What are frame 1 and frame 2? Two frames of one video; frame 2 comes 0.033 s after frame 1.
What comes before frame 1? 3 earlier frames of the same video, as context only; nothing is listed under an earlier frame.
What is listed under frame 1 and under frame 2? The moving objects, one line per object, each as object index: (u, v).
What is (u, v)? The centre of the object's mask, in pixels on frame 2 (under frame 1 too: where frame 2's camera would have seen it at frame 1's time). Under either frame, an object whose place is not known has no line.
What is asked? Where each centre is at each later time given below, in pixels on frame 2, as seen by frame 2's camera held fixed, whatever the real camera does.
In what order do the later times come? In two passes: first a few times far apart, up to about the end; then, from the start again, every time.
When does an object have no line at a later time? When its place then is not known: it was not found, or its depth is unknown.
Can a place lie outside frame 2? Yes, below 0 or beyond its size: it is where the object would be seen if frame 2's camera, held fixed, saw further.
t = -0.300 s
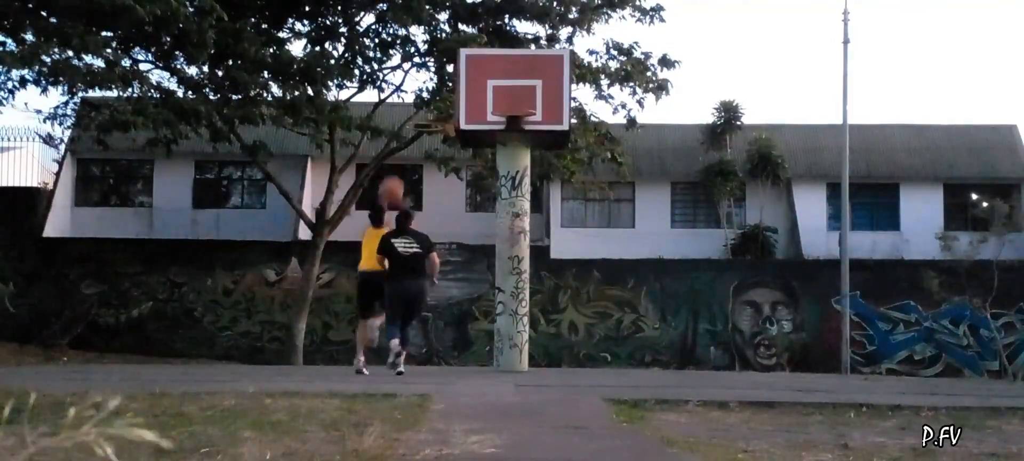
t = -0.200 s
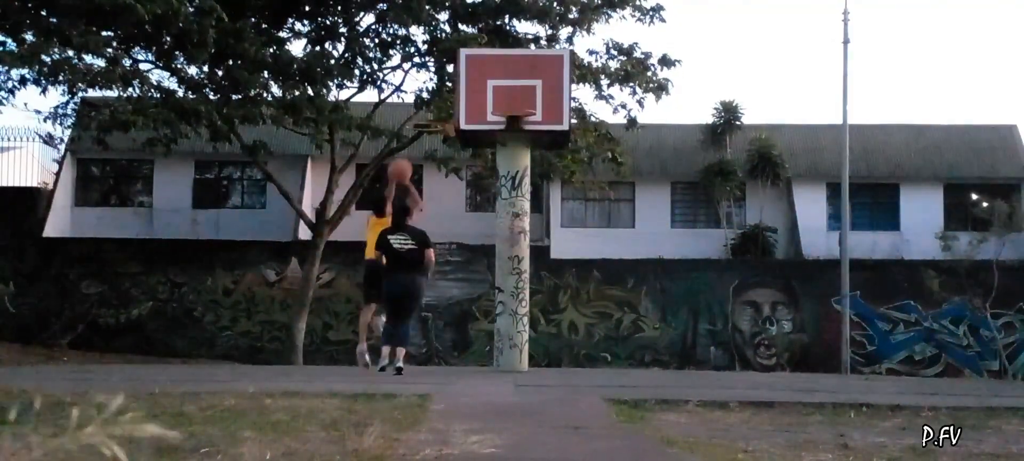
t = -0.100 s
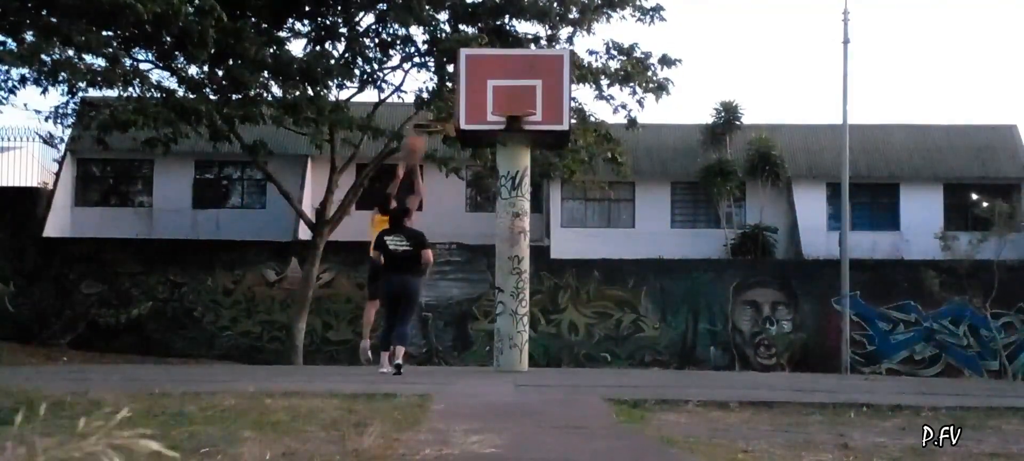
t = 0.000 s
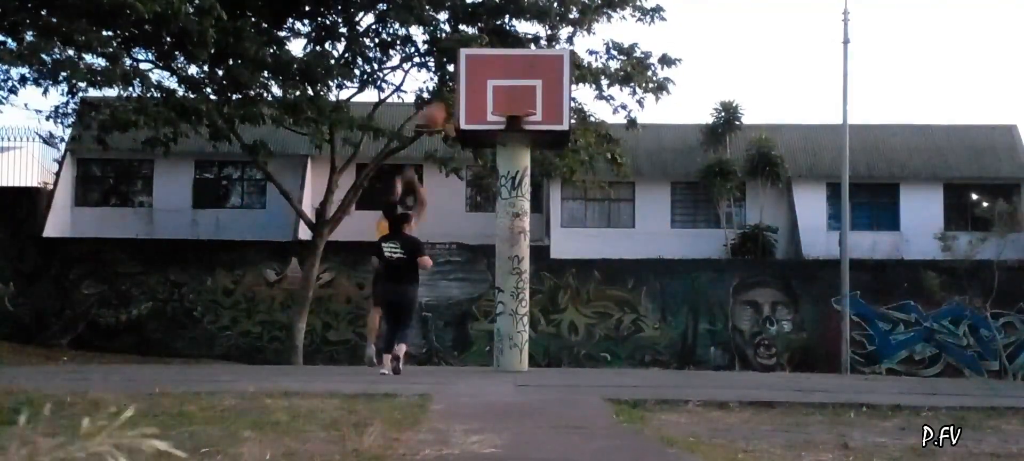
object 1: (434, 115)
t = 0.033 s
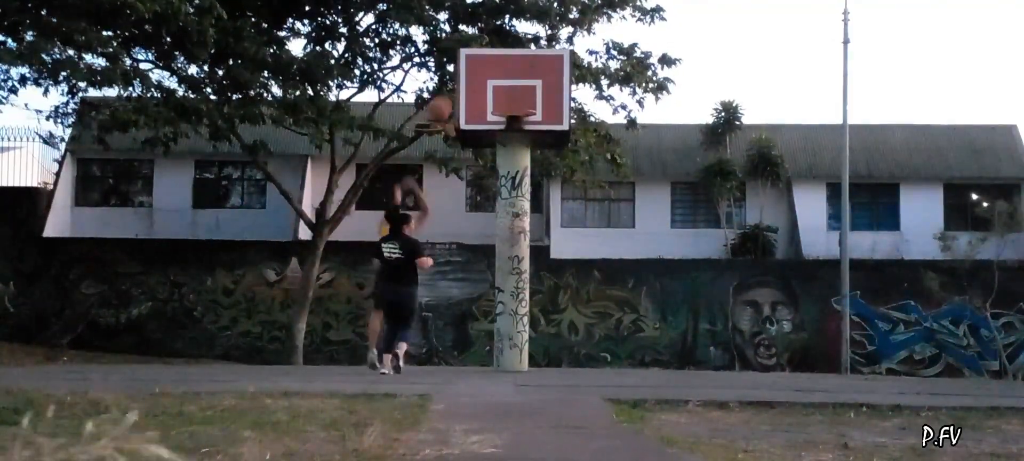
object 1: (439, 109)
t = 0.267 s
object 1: (482, 87)
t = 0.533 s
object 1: (515, 105)
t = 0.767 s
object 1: (530, 178)
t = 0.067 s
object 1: (445, 102)
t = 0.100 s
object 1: (451, 97)
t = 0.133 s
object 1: (456, 94)
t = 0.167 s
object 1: (465, 89)
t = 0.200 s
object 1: (471, 88)
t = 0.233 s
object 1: (477, 87)
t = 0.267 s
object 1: (482, 87)
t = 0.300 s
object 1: (489, 87)
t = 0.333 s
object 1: (494, 89)
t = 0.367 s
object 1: (496, 89)
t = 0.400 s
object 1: (500, 91)
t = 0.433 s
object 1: (503, 93)
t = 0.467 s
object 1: (507, 96)
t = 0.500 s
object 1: (511, 100)
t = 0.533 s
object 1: (515, 105)
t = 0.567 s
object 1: (517, 113)
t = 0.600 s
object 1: (519, 119)
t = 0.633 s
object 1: (521, 131)
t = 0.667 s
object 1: (523, 140)
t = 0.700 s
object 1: (526, 150)
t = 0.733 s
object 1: (528, 163)
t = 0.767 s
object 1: (530, 178)
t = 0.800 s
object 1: (532, 192)
